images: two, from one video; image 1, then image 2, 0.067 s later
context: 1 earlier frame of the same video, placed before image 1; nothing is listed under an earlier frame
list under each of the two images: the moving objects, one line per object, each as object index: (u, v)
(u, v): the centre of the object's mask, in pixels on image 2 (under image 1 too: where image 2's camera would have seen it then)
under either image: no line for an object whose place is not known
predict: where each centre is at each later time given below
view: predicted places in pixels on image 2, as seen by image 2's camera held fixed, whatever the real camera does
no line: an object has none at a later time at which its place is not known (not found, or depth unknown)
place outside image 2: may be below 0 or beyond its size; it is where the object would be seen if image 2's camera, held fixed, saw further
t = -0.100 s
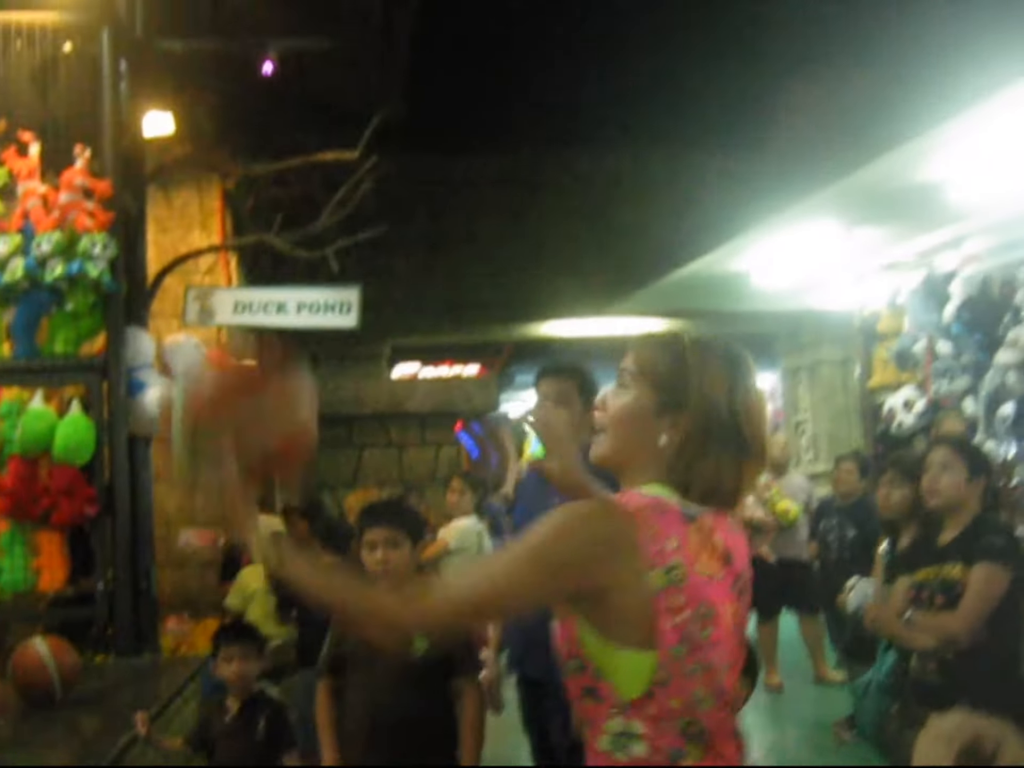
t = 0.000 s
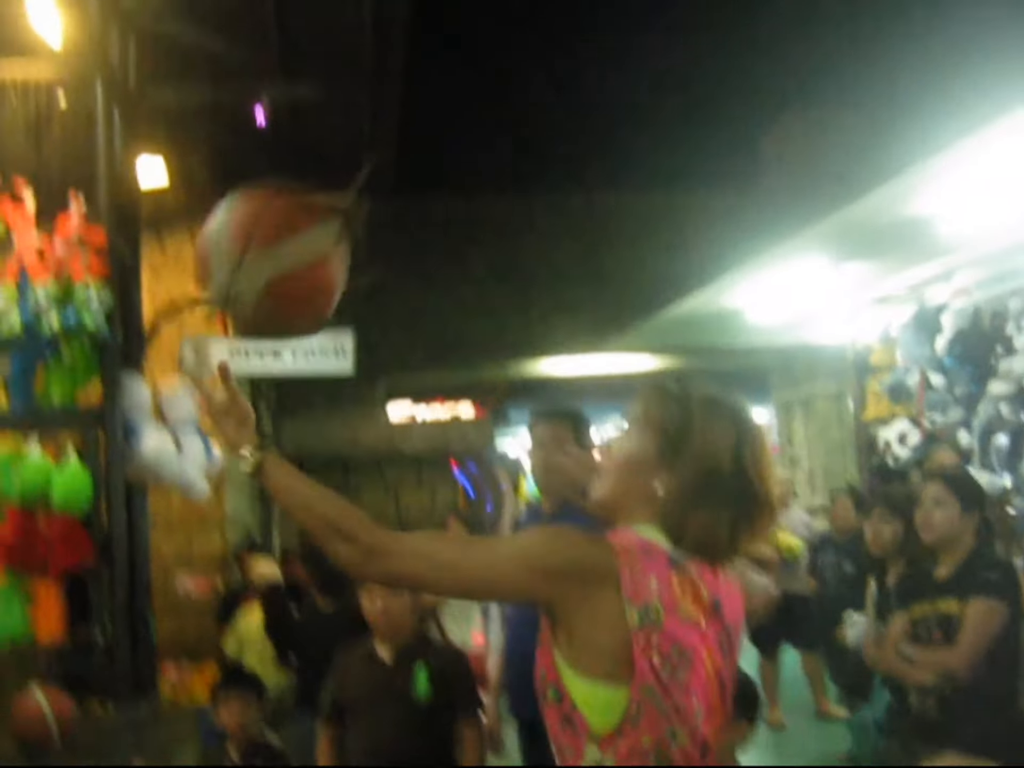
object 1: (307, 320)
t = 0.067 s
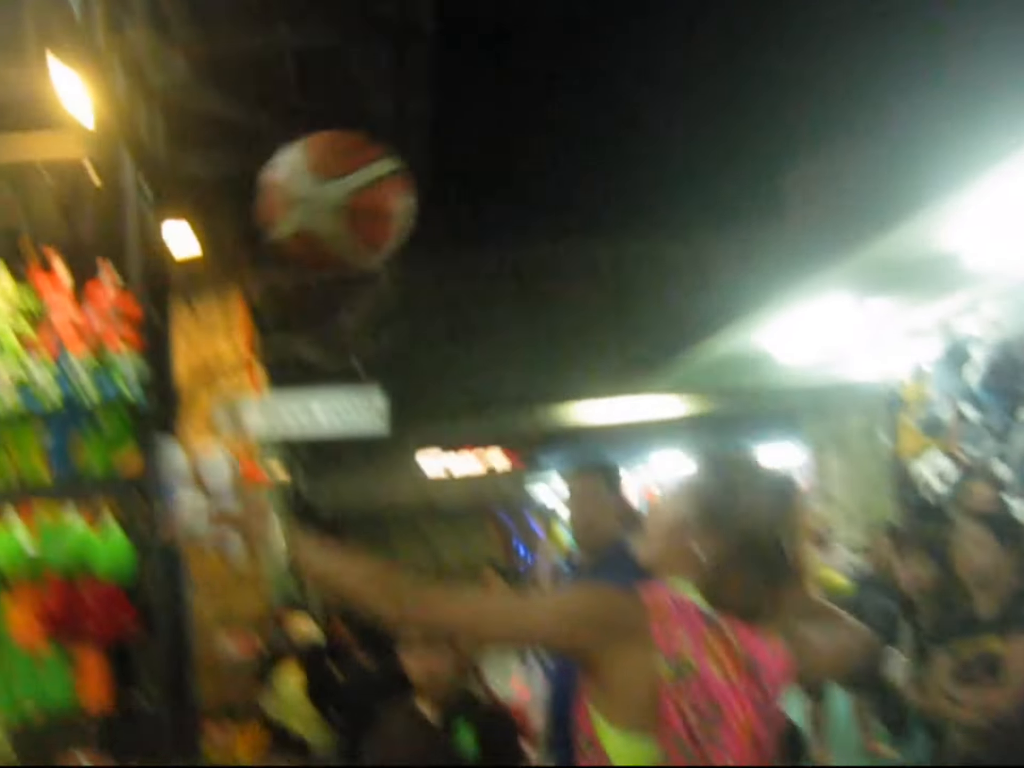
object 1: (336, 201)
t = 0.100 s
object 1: (349, 176)
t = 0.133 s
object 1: (362, 155)
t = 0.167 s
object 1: (375, 140)
